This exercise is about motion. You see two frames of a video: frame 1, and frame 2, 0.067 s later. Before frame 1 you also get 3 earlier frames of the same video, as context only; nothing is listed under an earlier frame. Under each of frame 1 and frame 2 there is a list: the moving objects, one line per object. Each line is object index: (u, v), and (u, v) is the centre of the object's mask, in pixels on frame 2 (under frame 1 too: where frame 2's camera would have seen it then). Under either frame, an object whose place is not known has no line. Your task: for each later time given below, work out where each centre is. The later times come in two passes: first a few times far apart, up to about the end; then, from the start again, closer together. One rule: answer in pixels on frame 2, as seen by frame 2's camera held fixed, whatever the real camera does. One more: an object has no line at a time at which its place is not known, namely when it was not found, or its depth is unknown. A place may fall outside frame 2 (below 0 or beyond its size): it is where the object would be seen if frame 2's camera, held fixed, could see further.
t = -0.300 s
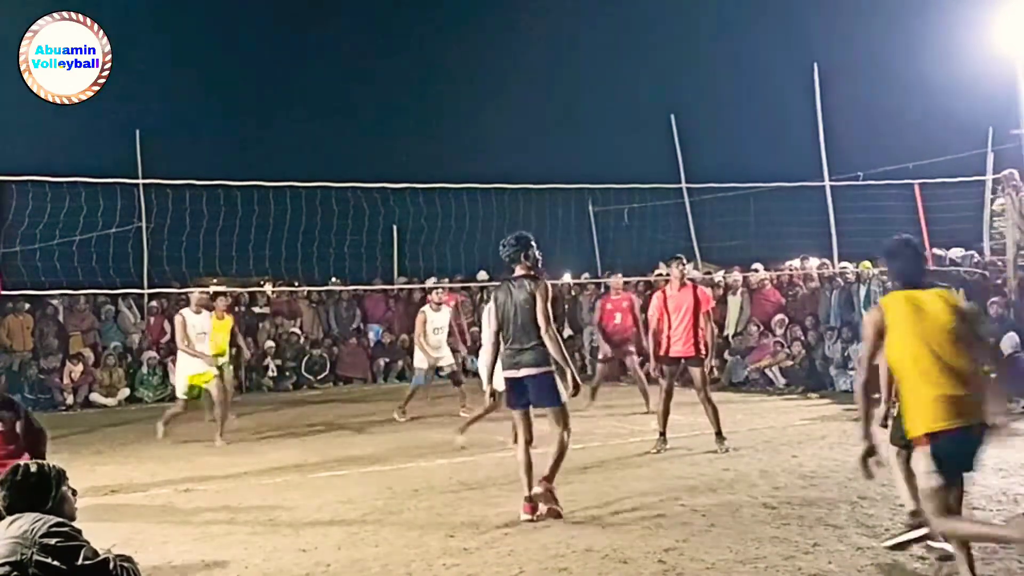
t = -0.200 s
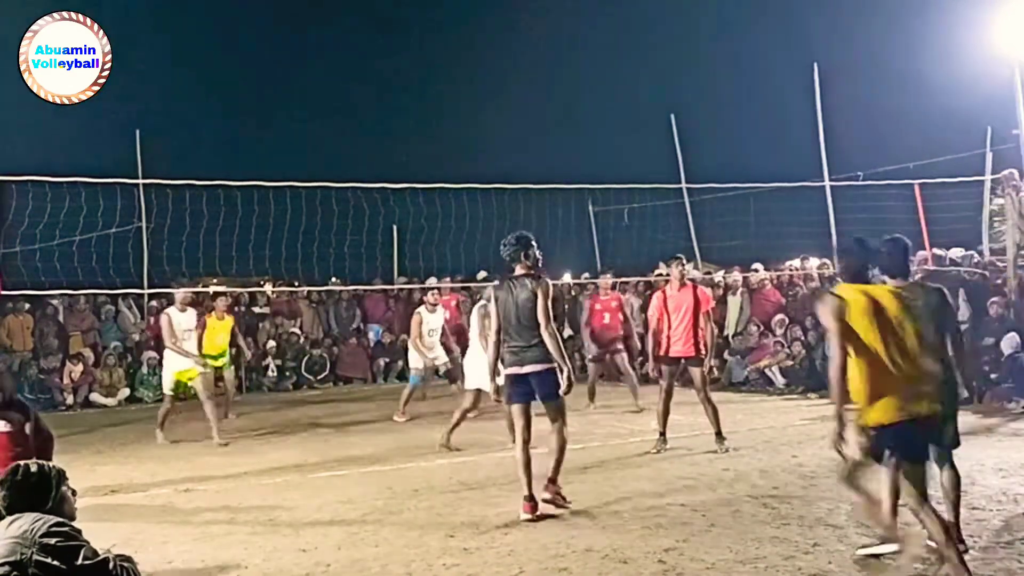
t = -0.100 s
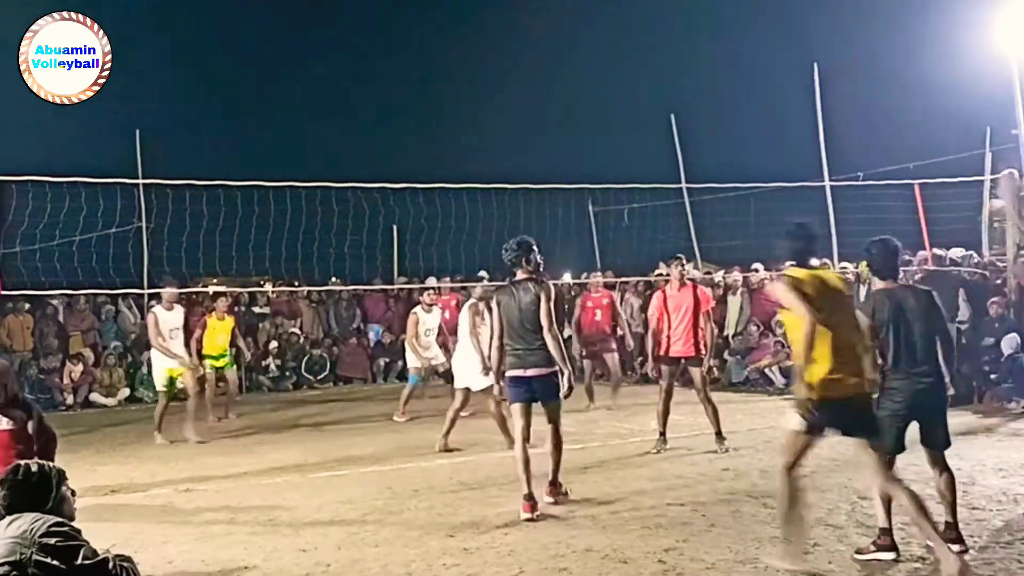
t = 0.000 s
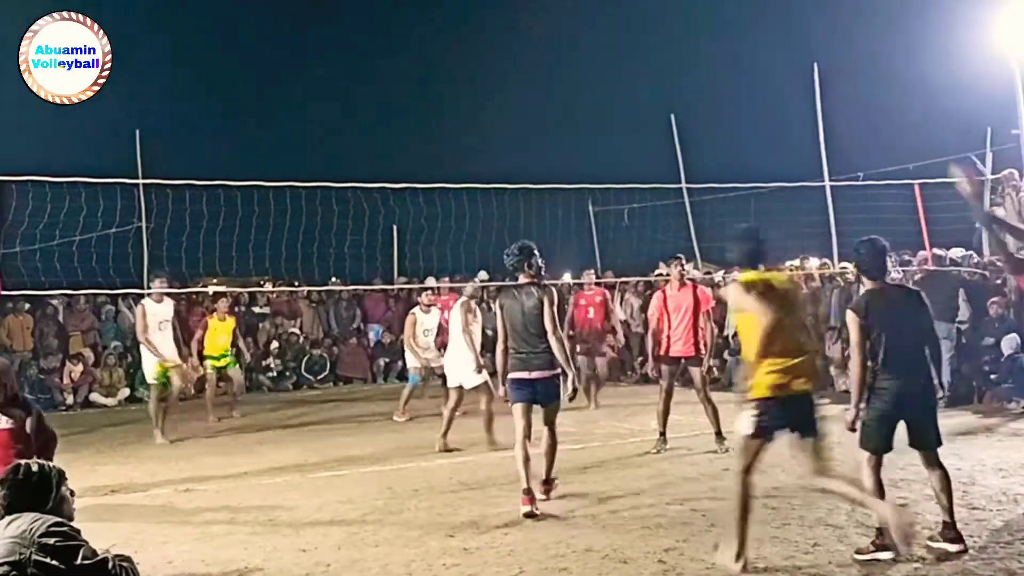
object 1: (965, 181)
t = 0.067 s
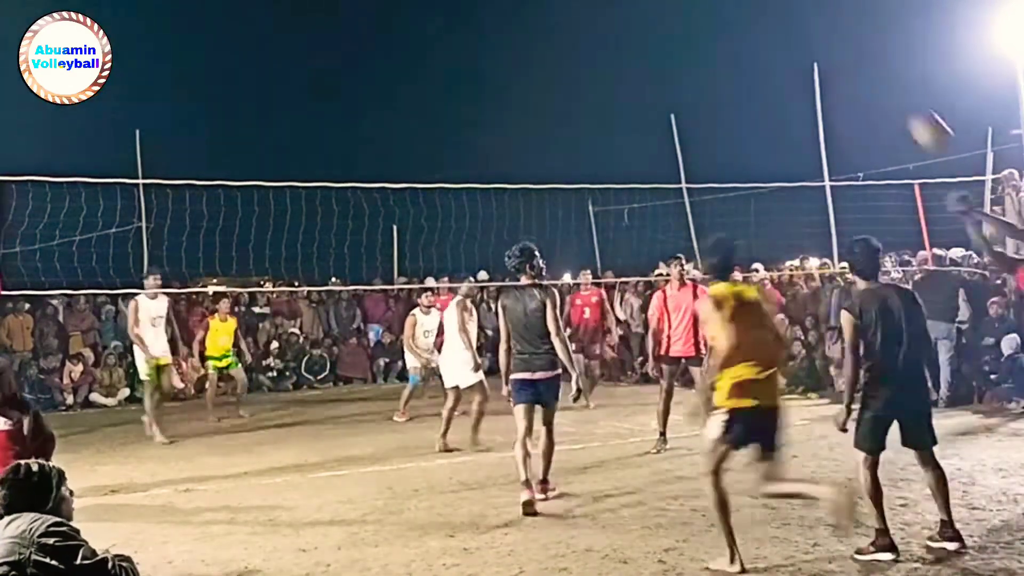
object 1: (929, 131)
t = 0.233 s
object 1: (846, 60)
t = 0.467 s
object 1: (761, 38)
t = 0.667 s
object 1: (706, 68)
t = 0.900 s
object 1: (657, 145)
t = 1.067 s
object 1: (629, 219)
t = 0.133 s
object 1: (894, 97)
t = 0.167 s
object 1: (876, 81)
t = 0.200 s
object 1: (861, 70)
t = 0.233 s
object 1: (846, 60)
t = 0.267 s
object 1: (831, 51)
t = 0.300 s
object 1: (819, 46)
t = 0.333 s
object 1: (807, 41)
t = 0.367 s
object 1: (794, 38)
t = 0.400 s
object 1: (782, 36)
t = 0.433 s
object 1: (772, 36)
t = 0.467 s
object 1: (761, 38)
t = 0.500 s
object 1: (751, 39)
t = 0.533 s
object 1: (741, 43)
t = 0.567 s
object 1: (732, 47)
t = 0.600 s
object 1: (723, 53)
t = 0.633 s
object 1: (714, 60)
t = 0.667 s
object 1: (706, 68)
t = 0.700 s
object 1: (699, 76)
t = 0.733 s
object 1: (691, 86)
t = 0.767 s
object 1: (684, 96)
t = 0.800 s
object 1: (677, 107)
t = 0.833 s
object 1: (669, 119)
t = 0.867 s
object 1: (662, 132)
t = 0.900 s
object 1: (657, 145)
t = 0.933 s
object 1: (651, 158)
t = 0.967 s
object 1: (645, 171)
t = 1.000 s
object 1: (640, 188)
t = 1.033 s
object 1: (635, 204)
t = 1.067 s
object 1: (629, 219)
